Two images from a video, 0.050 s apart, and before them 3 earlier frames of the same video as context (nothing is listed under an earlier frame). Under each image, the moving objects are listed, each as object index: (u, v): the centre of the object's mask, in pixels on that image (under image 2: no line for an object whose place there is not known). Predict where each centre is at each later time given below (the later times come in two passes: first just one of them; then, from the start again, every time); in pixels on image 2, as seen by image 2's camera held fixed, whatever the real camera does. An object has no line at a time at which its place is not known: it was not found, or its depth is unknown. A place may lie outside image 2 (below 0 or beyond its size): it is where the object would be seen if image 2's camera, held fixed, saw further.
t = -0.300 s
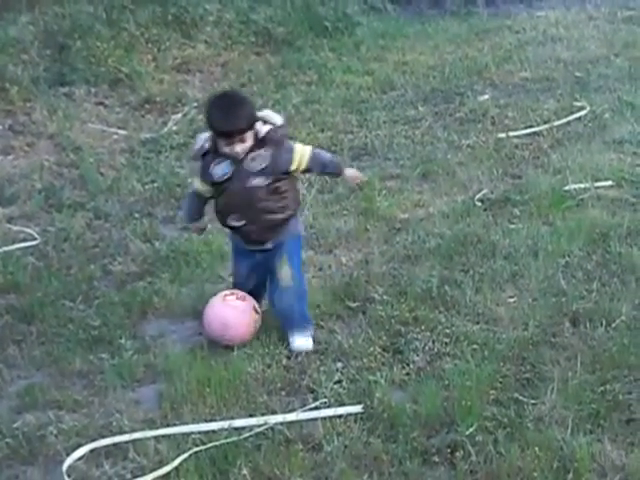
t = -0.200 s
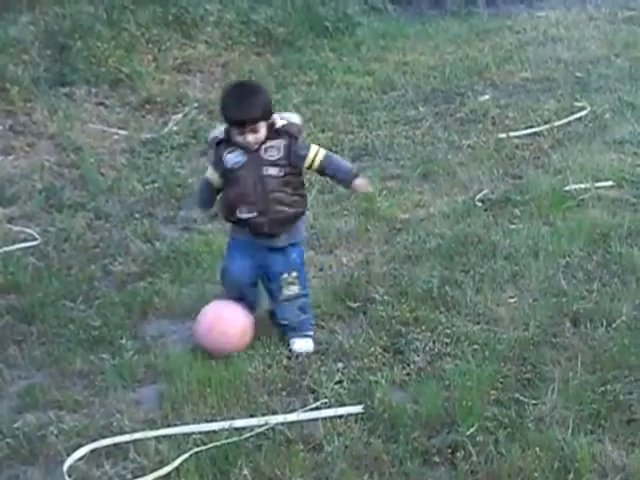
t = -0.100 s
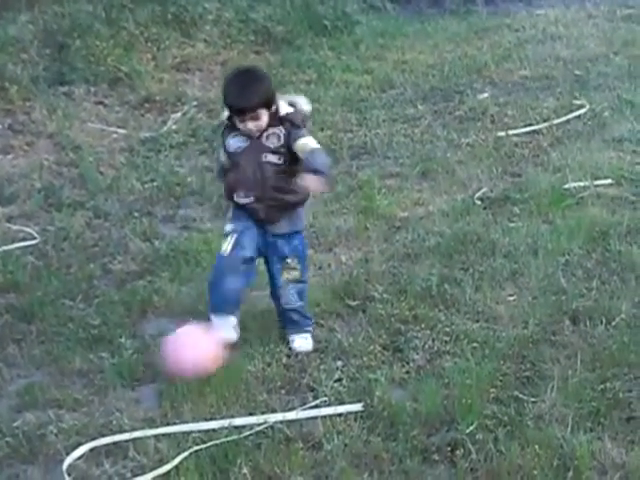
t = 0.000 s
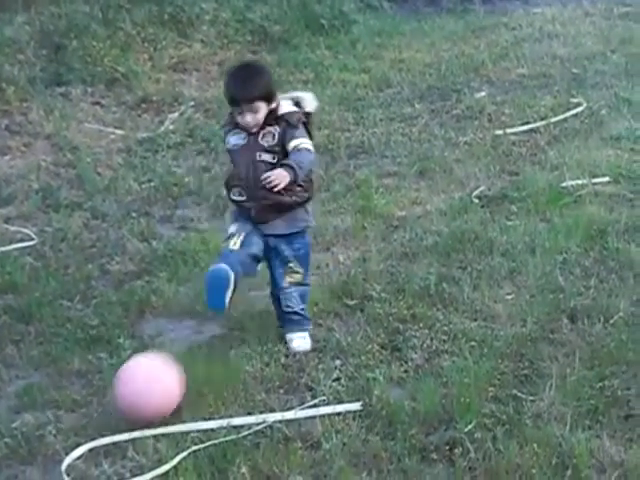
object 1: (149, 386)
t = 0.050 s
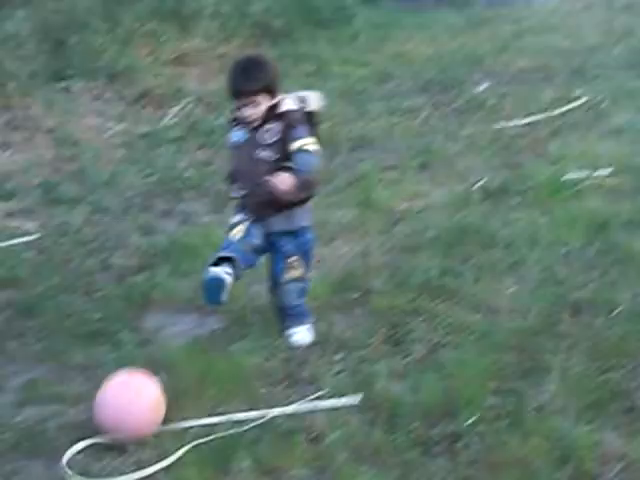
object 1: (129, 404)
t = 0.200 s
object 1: (66, 467)
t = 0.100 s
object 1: (109, 429)
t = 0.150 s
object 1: (87, 446)
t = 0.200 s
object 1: (66, 467)
